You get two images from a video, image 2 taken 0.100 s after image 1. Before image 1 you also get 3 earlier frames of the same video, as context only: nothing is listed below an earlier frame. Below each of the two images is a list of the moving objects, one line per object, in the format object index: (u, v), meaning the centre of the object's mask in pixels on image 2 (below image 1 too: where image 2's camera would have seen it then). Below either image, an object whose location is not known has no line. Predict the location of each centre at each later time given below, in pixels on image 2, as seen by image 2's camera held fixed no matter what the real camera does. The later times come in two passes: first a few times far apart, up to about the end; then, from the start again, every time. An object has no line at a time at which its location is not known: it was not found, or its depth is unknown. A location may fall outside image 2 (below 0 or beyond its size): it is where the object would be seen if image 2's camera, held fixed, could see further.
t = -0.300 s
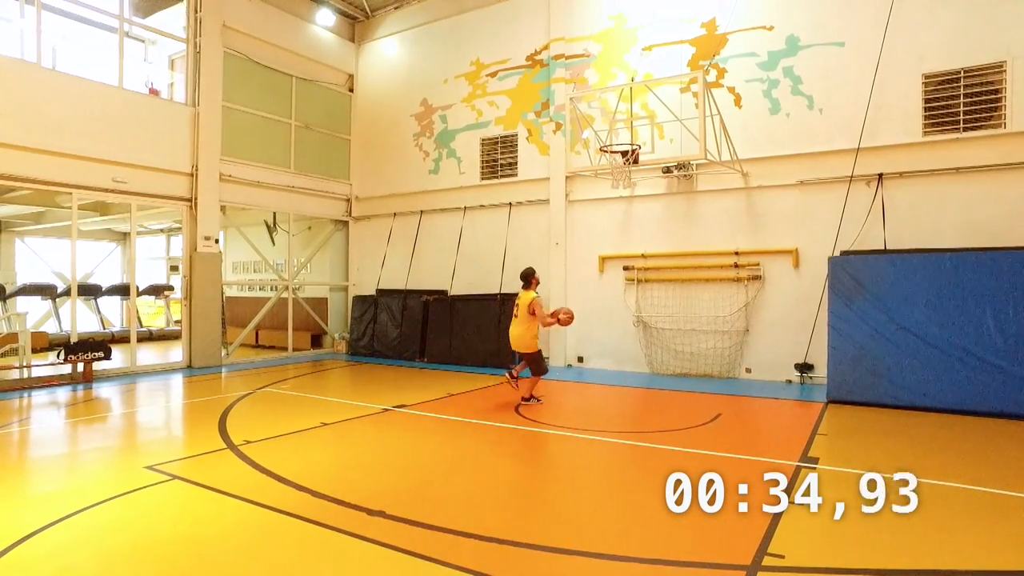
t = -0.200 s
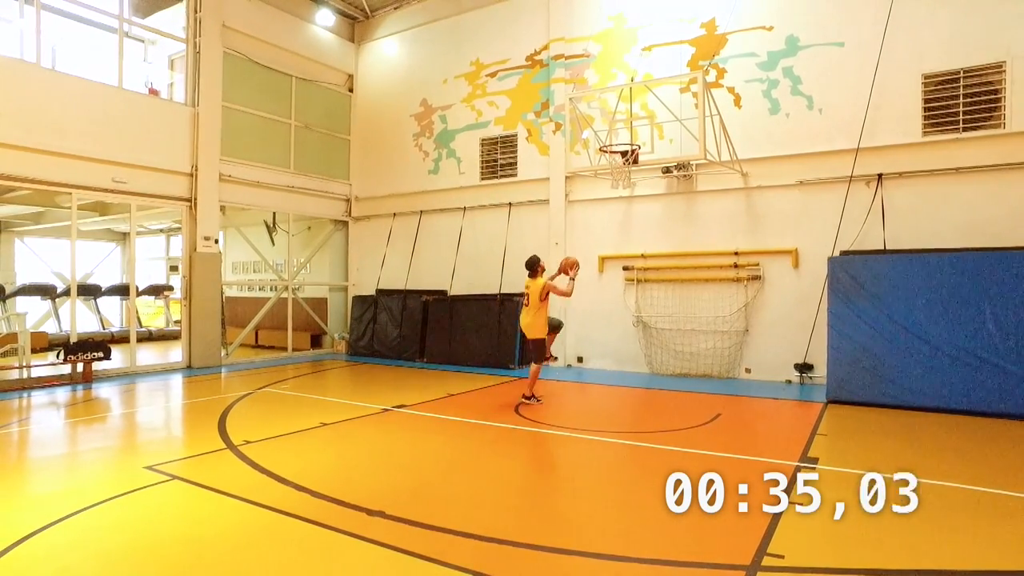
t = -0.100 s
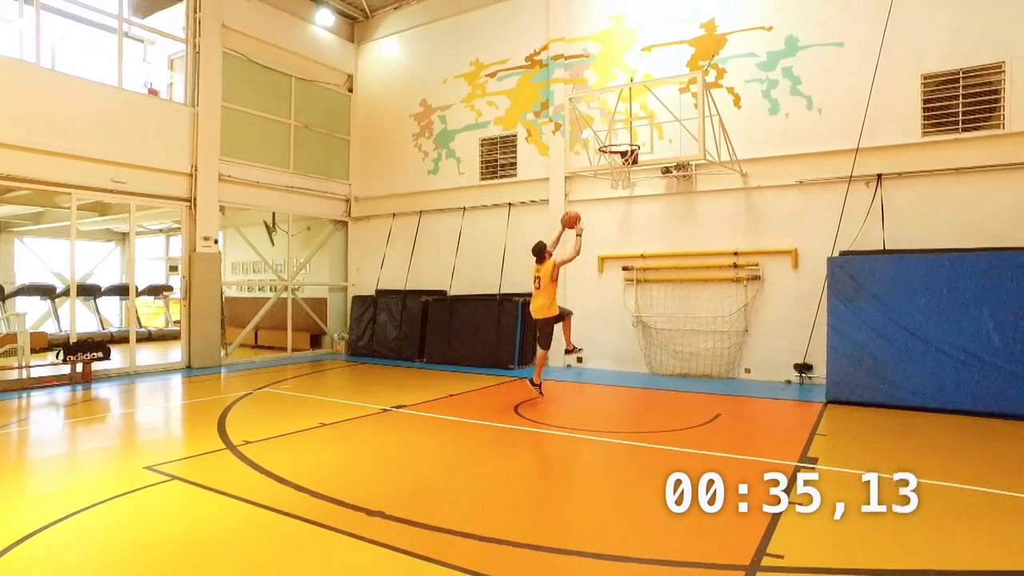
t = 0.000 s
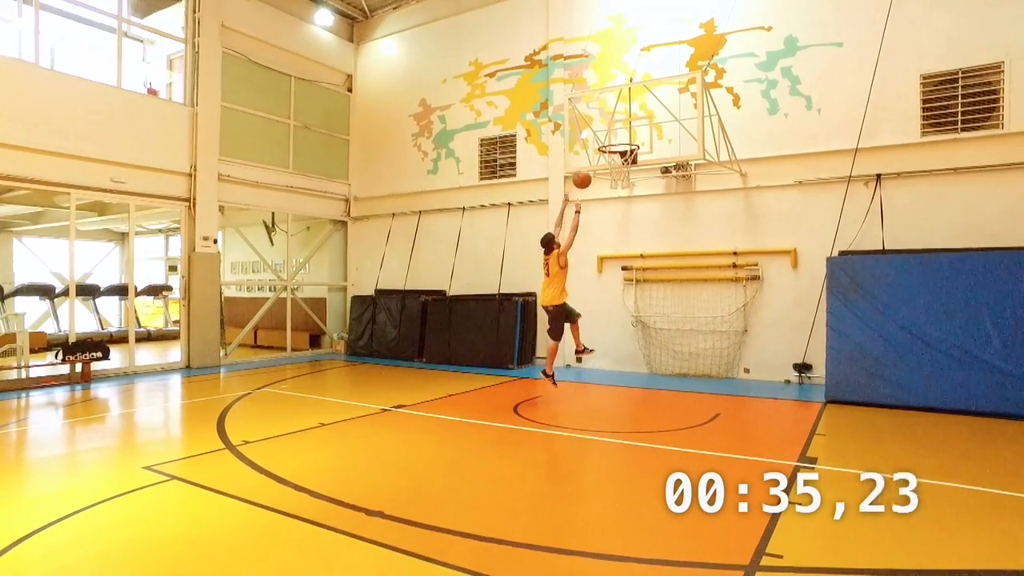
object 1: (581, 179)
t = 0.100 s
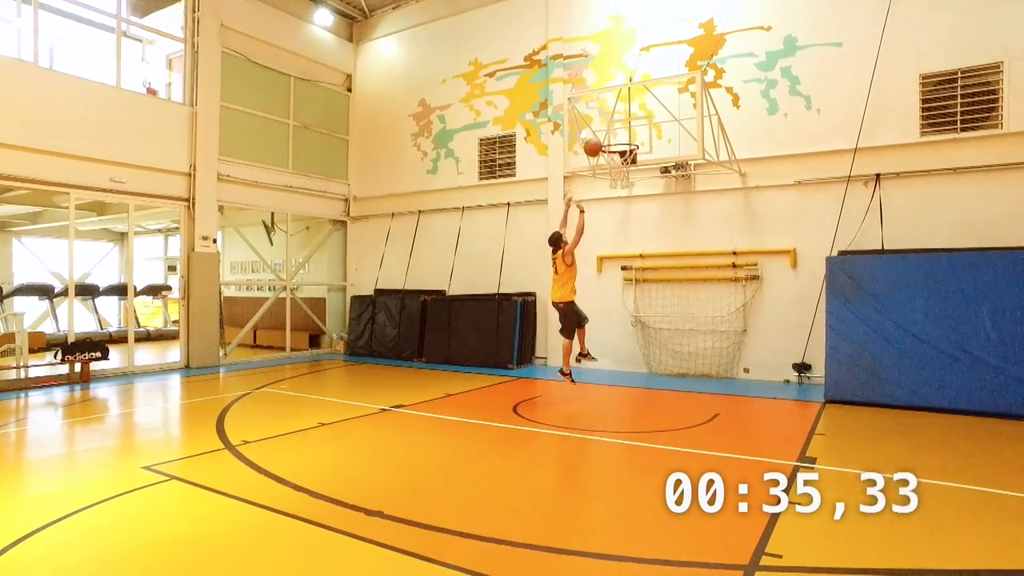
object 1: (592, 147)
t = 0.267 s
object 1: (596, 128)
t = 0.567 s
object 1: (600, 134)
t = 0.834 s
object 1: (606, 134)
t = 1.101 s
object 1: (612, 133)
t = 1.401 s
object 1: (618, 138)
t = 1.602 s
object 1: (623, 171)
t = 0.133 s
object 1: (596, 140)
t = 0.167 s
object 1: (596, 135)
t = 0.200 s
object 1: (596, 132)
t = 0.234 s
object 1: (596, 129)
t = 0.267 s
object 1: (596, 128)
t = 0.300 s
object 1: (597, 127)
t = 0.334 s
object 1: (597, 126)
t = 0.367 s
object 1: (597, 127)
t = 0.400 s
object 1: (598, 129)
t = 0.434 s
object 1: (598, 131)
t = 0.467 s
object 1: (598, 134)
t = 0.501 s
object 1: (599, 137)
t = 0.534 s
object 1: (600, 136)
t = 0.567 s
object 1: (600, 134)
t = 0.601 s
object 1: (601, 134)
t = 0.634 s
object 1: (601, 133)
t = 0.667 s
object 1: (602, 135)
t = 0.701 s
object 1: (602, 136)
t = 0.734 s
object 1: (603, 135)
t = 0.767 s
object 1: (604, 134)
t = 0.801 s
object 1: (605, 134)
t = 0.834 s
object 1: (606, 134)
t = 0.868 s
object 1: (606, 135)
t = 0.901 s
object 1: (607, 134)
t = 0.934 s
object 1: (608, 134)
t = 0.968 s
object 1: (609, 134)
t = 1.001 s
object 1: (610, 134)
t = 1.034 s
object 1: (611, 134)
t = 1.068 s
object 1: (611, 133)
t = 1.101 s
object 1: (612, 133)
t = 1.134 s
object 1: (613, 133)
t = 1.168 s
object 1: (614, 133)
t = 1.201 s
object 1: (614, 133)
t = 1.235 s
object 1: (615, 133)
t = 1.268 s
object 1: (616, 133)
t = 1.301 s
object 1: (616, 133)
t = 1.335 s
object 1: (617, 134)
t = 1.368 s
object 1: (618, 135)
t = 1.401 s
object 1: (618, 138)
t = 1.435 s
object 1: (619, 141)
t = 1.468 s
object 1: (620, 145)
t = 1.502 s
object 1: (620, 150)
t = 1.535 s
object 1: (621, 156)
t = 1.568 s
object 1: (622, 163)
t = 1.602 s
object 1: (623, 171)
